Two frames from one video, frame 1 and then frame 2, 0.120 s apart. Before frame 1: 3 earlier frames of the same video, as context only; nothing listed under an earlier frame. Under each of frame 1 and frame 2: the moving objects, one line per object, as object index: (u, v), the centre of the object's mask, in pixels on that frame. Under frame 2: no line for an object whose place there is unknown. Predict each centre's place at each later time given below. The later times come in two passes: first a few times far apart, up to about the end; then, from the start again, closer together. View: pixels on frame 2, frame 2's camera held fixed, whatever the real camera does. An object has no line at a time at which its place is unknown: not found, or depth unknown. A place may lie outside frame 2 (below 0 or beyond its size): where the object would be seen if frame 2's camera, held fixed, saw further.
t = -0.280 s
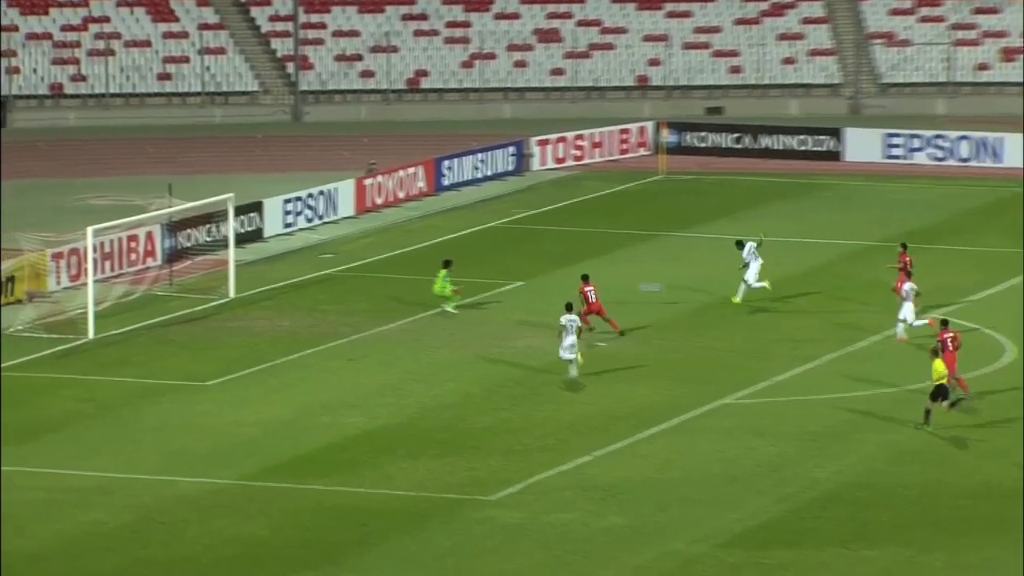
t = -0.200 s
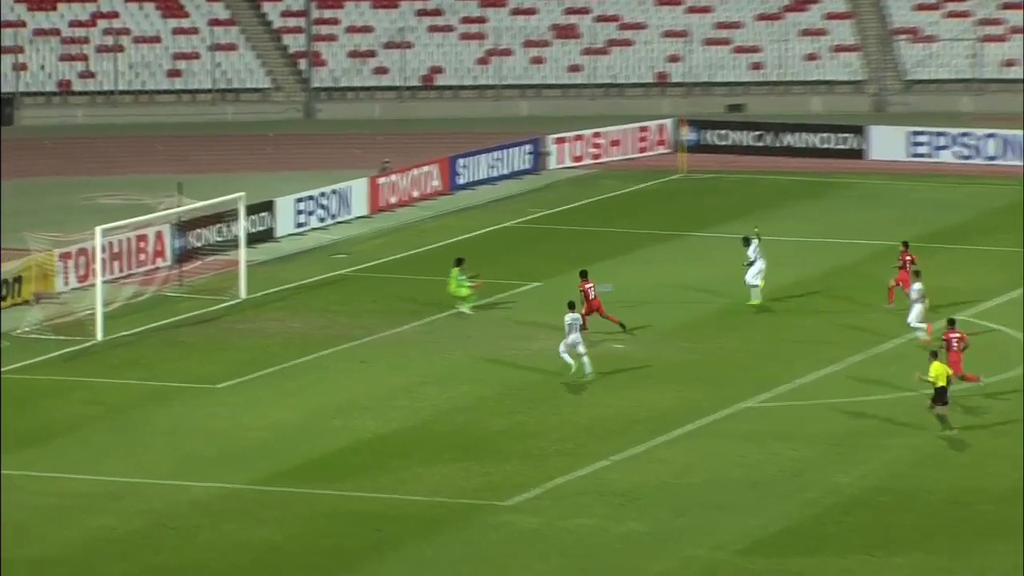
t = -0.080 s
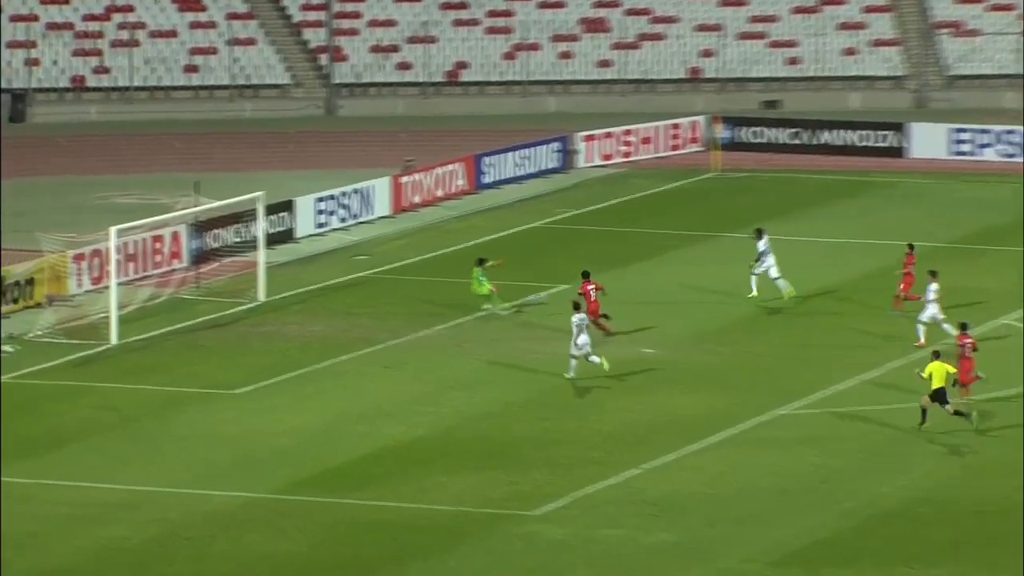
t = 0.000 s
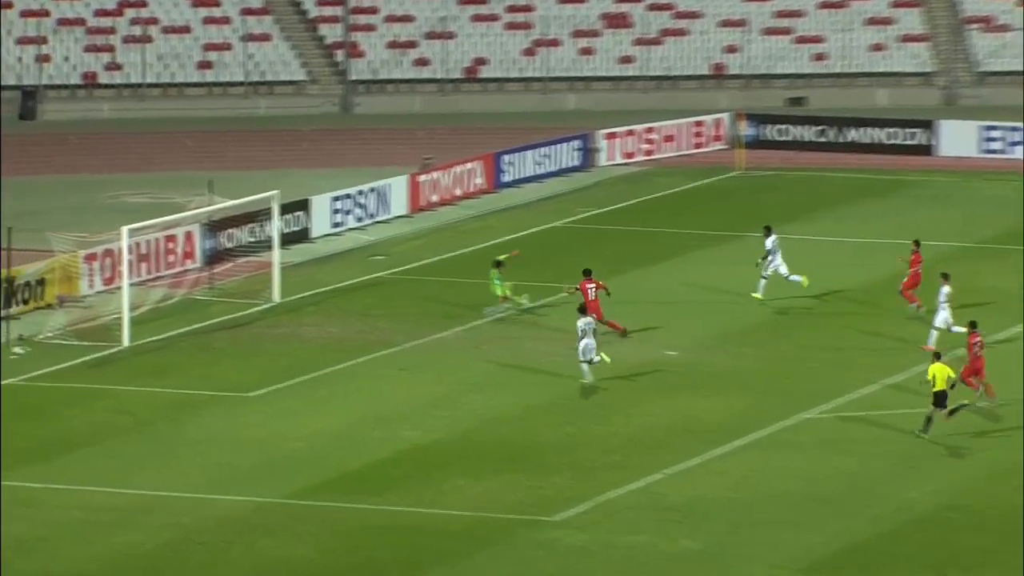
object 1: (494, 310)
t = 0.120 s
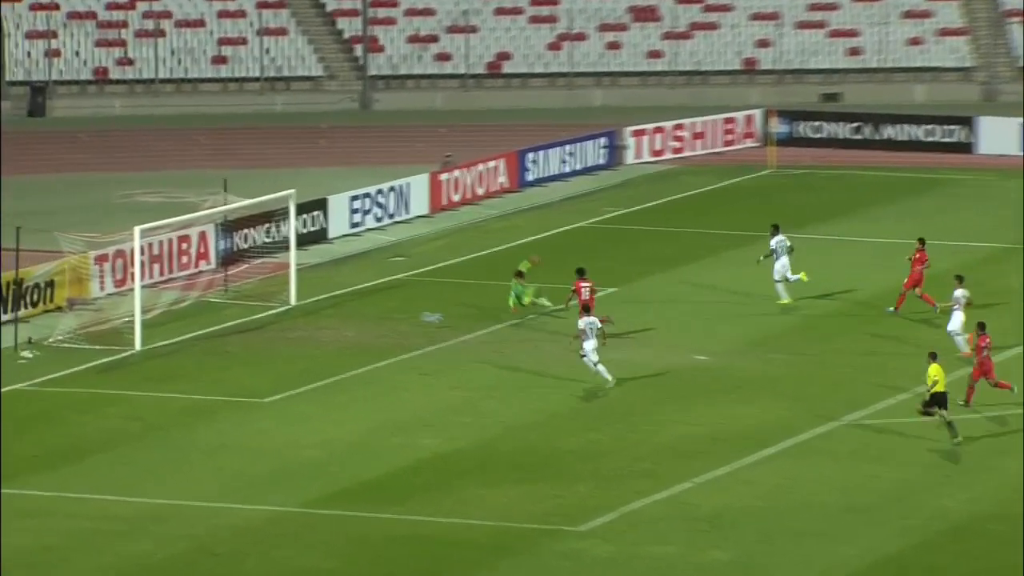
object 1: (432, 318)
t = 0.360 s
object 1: (283, 320)
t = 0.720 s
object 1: (93, 331)
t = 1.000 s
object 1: (53, 325)
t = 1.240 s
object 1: (59, 335)
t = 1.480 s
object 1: (71, 337)
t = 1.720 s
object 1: (77, 337)
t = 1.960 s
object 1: (80, 337)
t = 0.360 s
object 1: (283, 320)
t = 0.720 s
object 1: (93, 331)
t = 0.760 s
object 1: (76, 333)
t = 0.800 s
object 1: (60, 333)
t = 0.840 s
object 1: (55, 331)
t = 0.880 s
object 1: (53, 328)
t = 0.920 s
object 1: (53, 328)
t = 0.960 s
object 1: (52, 326)
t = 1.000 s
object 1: (53, 325)
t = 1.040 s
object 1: (54, 326)
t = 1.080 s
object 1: (55, 326)
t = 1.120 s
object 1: (56, 327)
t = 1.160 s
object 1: (57, 329)
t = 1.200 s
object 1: (58, 332)
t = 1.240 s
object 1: (59, 335)
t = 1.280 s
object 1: (61, 338)
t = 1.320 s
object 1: (64, 338)
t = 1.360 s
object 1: (65, 338)
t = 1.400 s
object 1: (68, 338)
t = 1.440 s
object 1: (70, 338)
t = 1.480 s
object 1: (71, 337)
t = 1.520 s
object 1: (72, 337)
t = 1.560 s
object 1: (73, 336)
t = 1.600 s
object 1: (74, 337)
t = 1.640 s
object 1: (76, 337)
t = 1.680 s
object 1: (76, 336)
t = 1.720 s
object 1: (77, 337)
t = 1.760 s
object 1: (77, 336)
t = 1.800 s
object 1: (79, 337)
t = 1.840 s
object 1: (79, 337)
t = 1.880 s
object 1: (79, 337)
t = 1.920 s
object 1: (79, 337)
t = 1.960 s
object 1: (80, 337)
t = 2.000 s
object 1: (80, 336)
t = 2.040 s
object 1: (79, 337)
